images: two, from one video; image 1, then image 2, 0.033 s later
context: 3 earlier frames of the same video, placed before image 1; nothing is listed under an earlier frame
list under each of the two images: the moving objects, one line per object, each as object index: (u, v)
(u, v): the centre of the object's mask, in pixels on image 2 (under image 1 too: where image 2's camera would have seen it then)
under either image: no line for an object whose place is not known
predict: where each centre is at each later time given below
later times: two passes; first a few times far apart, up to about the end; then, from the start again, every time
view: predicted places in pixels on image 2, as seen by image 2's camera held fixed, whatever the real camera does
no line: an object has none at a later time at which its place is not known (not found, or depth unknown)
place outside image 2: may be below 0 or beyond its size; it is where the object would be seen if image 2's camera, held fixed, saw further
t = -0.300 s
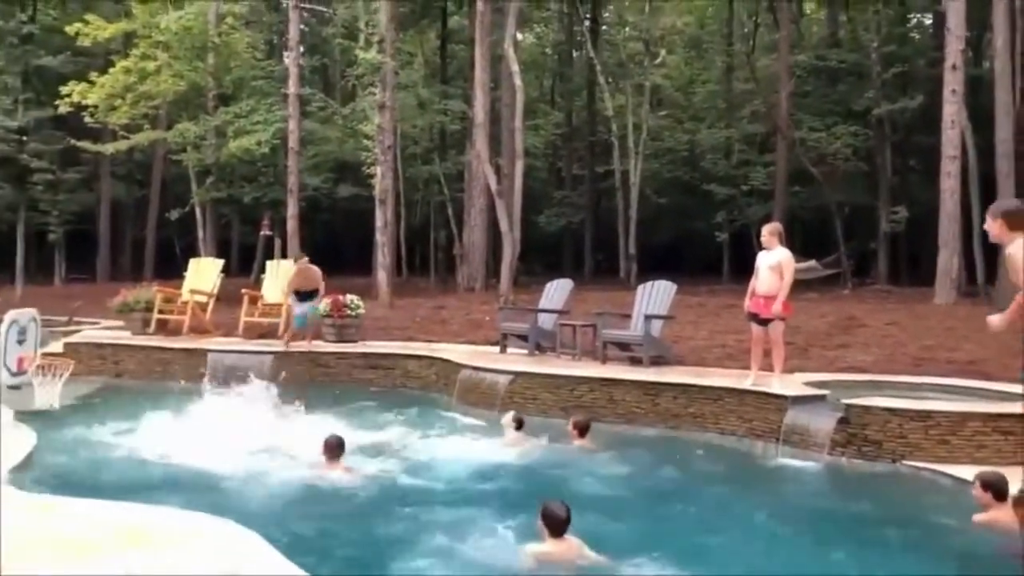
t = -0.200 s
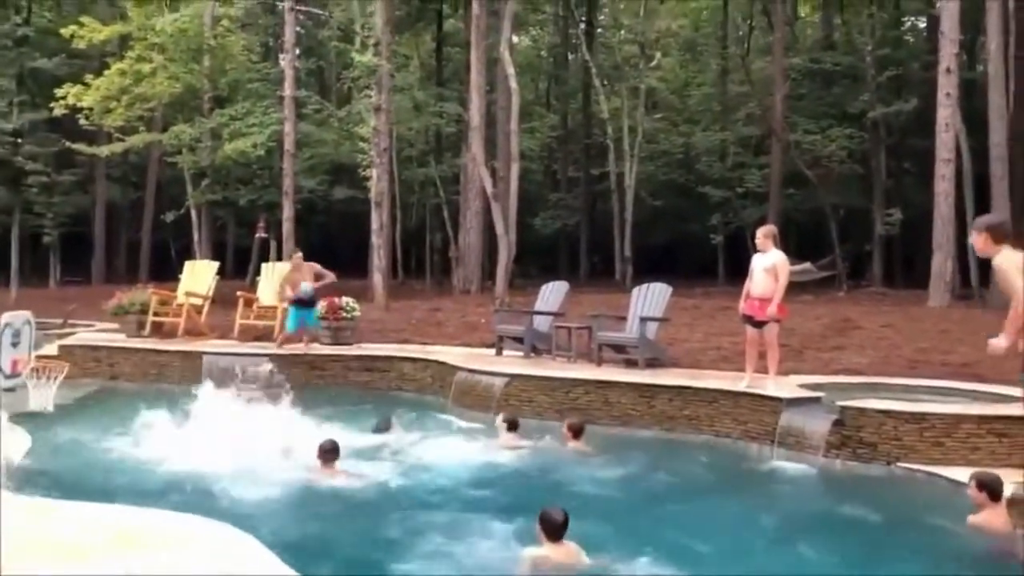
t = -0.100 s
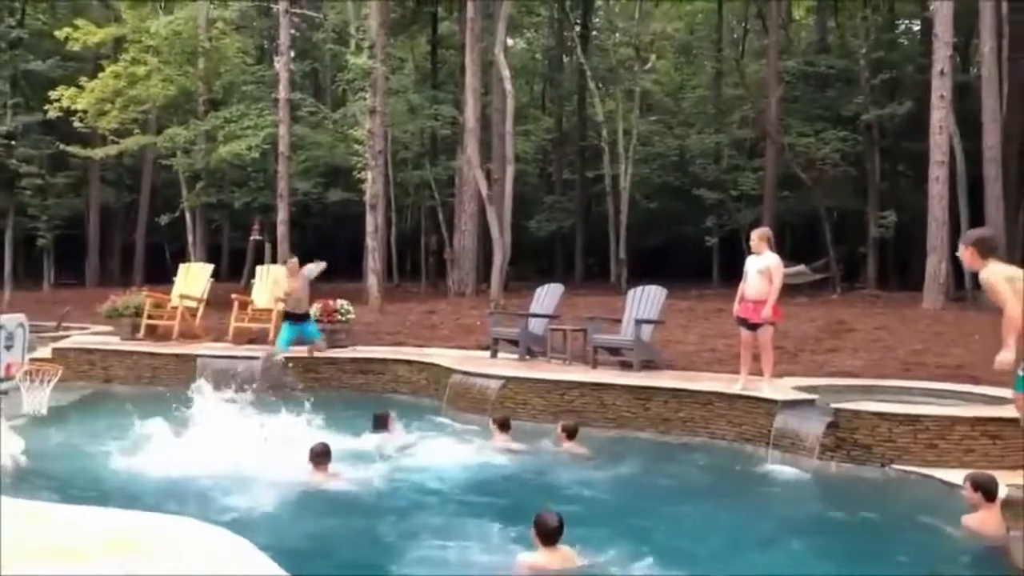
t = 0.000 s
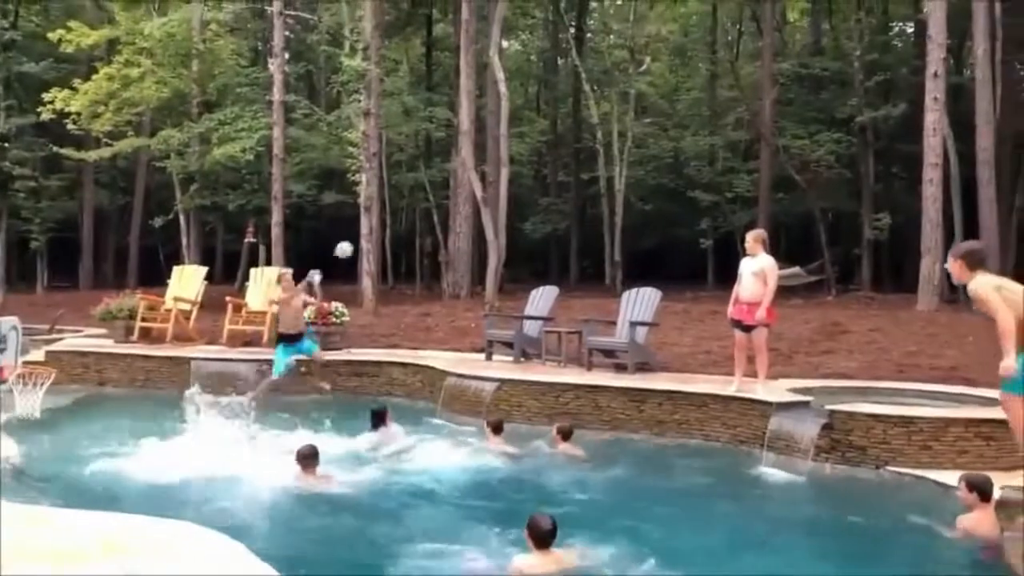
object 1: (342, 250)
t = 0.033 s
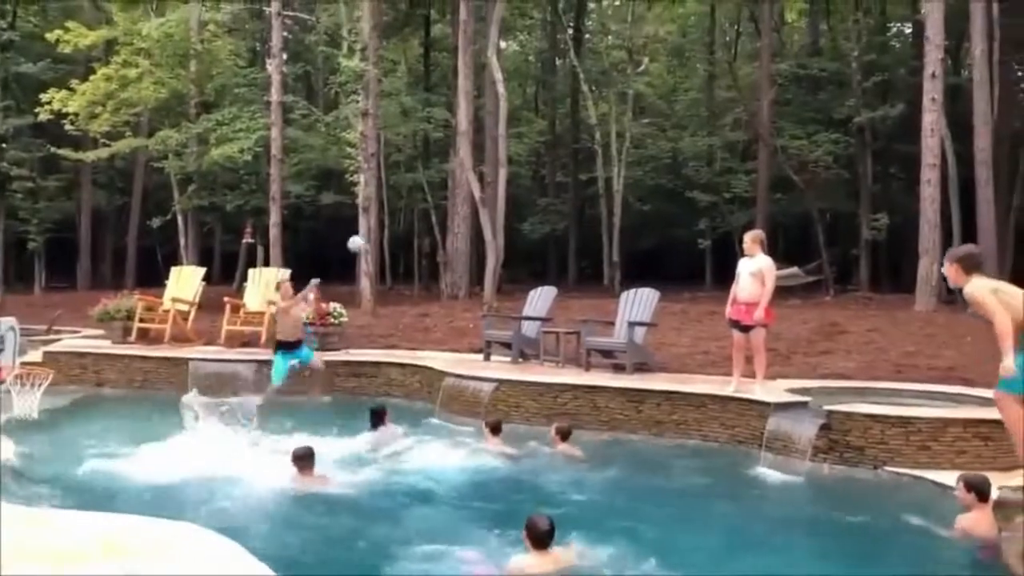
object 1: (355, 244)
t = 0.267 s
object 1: (480, 221)
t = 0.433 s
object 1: (598, 241)
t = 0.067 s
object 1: (372, 236)
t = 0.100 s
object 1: (388, 233)
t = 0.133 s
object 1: (404, 228)
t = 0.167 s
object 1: (422, 225)
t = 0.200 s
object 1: (440, 223)
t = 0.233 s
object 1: (459, 220)
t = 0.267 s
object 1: (480, 221)
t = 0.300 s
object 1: (501, 223)
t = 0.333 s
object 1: (523, 225)
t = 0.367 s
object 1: (546, 229)
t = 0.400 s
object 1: (571, 234)
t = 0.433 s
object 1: (598, 241)
